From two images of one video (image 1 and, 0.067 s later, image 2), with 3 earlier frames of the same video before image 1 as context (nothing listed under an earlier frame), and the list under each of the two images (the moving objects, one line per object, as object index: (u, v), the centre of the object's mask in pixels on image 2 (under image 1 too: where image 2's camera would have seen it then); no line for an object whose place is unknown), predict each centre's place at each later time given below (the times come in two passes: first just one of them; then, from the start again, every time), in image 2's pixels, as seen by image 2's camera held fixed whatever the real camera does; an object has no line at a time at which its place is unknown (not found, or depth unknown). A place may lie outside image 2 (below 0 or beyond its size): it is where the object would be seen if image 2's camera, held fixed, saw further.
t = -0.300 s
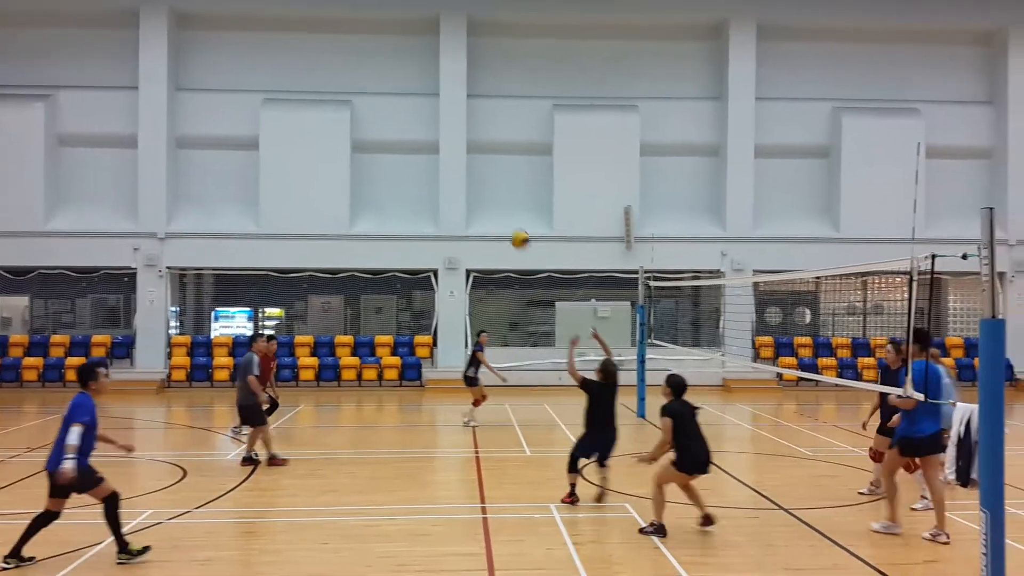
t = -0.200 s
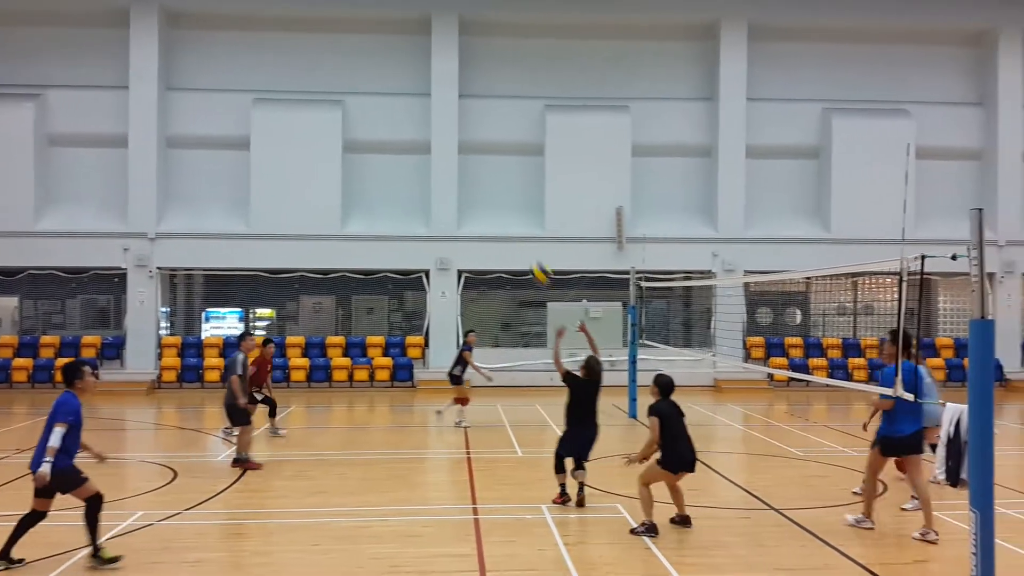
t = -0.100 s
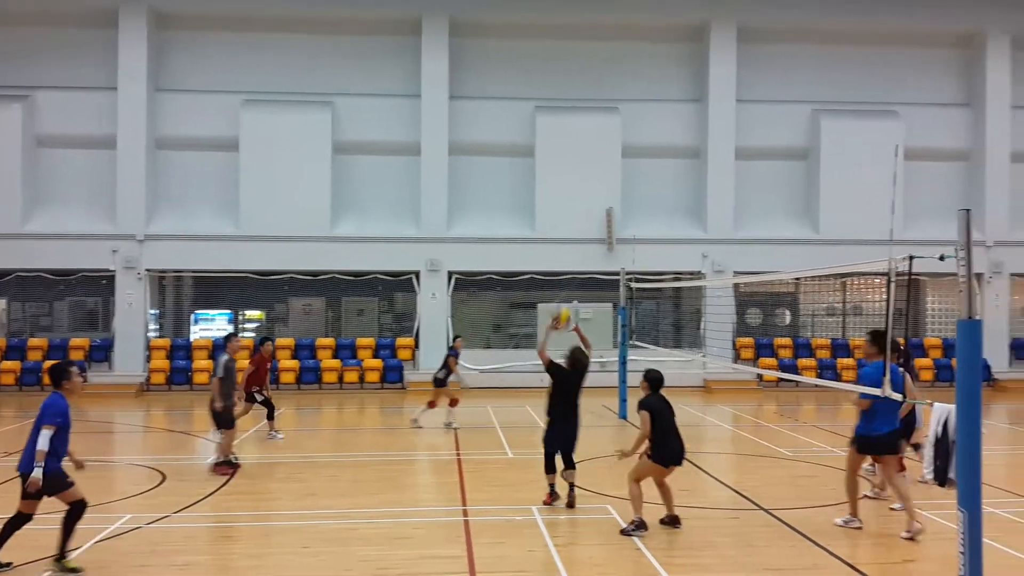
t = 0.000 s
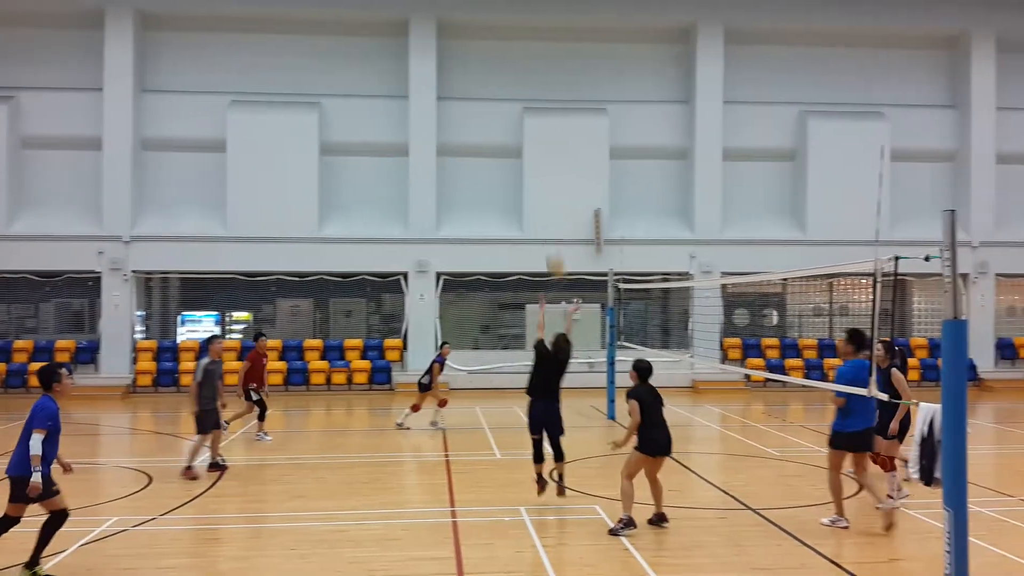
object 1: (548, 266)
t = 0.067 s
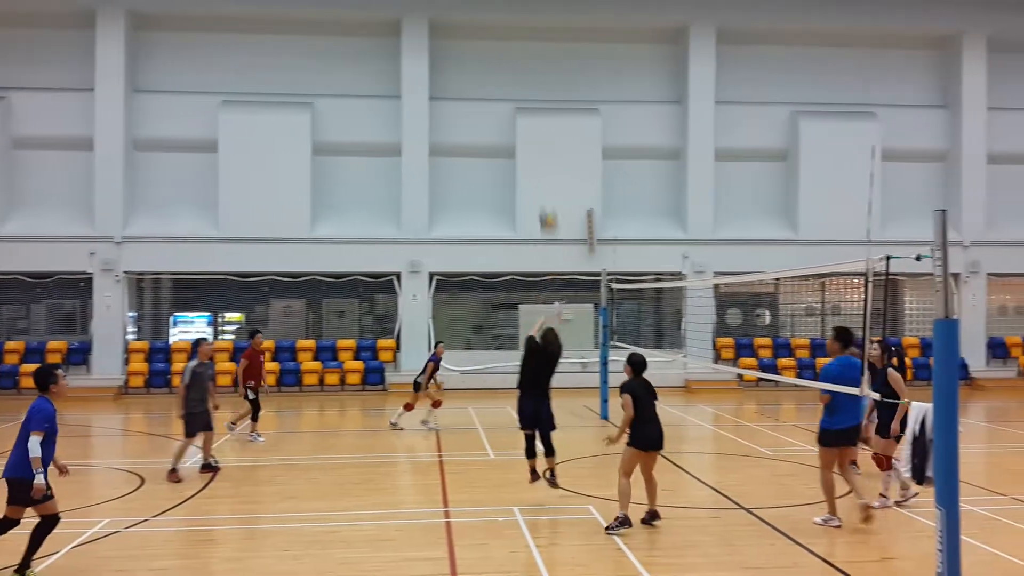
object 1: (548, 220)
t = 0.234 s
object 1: (546, 133)
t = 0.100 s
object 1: (548, 200)
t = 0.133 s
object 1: (547, 182)
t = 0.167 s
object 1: (546, 165)
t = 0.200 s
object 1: (546, 148)
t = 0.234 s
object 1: (546, 133)
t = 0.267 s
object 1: (545, 119)
